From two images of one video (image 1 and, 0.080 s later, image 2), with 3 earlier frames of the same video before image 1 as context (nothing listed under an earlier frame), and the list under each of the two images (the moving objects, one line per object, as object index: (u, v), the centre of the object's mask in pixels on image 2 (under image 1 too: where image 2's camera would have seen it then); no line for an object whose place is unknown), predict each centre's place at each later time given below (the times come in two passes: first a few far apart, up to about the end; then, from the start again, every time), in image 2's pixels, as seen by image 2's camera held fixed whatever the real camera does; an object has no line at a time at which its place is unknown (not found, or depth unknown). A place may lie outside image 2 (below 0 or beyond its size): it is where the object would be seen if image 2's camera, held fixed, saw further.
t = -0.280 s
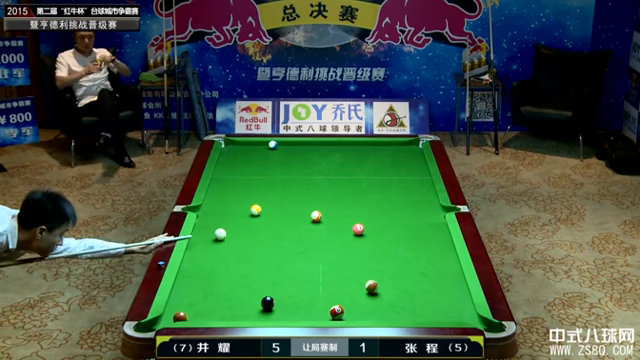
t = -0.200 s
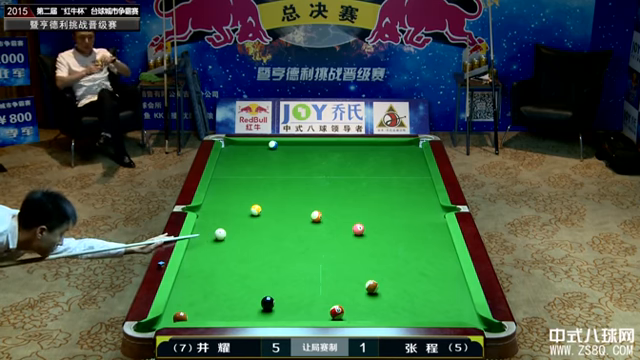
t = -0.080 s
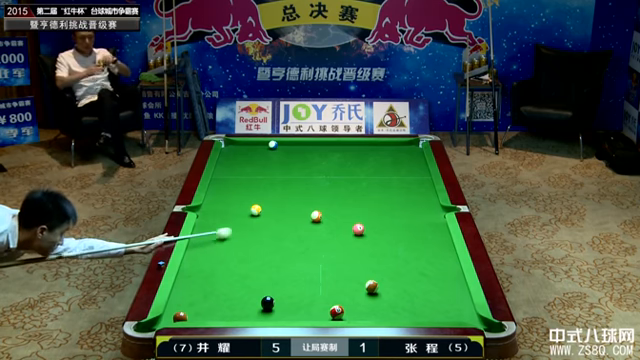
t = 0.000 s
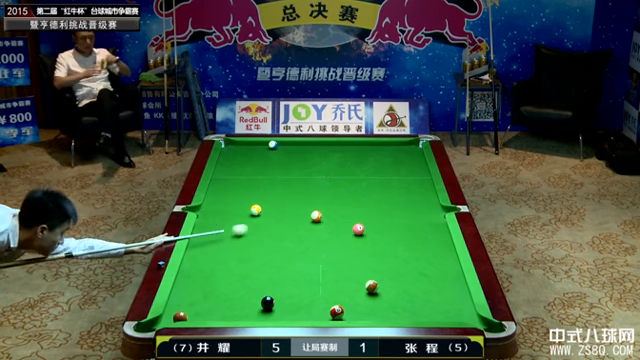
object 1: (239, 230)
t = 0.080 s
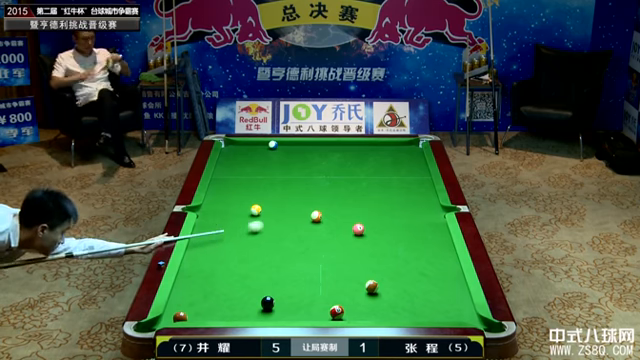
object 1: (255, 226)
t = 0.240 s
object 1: (285, 220)
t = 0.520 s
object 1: (308, 212)
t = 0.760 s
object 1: (316, 205)
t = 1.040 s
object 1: (325, 198)
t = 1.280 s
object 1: (331, 193)
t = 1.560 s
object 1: (338, 187)
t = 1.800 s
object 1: (344, 183)
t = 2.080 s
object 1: (350, 178)
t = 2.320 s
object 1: (355, 175)
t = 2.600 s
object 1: (360, 171)
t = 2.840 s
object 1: (364, 168)
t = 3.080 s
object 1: (368, 165)
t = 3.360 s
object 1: (371, 163)
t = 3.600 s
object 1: (374, 161)
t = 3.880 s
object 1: (377, 159)
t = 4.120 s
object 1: (379, 157)
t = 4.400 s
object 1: (381, 156)
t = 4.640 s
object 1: (382, 155)
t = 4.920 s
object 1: (383, 154)
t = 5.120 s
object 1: (384, 154)
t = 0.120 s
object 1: (263, 225)
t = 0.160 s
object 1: (270, 223)
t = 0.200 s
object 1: (278, 222)
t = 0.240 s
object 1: (285, 220)
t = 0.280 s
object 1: (292, 219)
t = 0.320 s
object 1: (299, 218)
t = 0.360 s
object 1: (305, 216)
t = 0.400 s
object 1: (305, 215)
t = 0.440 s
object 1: (306, 214)
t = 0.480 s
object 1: (307, 213)
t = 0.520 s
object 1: (308, 212)
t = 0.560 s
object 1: (310, 211)
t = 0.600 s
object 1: (311, 210)
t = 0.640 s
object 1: (312, 209)
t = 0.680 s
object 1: (314, 208)
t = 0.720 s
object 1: (315, 207)
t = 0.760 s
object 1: (316, 205)
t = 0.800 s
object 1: (317, 204)
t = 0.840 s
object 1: (319, 203)
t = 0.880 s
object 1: (320, 202)
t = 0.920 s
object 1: (321, 201)
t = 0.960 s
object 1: (322, 201)
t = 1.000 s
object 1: (323, 200)
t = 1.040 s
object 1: (325, 198)
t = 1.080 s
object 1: (326, 197)
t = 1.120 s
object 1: (327, 197)
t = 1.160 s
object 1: (328, 196)
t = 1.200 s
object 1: (329, 195)
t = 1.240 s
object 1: (330, 194)
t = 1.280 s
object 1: (331, 193)
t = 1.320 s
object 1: (332, 192)
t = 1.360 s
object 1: (333, 192)
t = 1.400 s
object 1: (334, 191)
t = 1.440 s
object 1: (335, 190)
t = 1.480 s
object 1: (336, 189)
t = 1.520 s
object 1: (337, 188)
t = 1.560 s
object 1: (338, 187)
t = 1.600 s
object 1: (339, 187)
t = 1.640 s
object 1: (340, 186)
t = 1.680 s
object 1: (341, 185)
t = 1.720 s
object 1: (342, 184)
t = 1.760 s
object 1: (343, 184)
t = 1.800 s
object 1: (344, 183)
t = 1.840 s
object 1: (345, 182)
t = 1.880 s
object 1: (346, 182)
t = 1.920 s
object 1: (347, 181)
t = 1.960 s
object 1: (347, 180)
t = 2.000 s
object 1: (349, 180)
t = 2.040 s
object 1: (349, 179)
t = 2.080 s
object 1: (350, 178)
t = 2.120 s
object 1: (351, 178)
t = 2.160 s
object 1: (352, 177)
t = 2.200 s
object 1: (353, 177)
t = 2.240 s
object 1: (353, 176)
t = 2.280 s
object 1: (354, 175)
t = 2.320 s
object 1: (355, 175)
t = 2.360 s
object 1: (356, 174)
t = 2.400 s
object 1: (356, 174)
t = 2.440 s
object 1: (357, 173)
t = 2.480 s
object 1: (358, 173)
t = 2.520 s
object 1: (358, 172)
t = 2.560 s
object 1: (359, 171)
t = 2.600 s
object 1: (360, 171)
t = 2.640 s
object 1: (361, 170)
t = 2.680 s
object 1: (361, 170)
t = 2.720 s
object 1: (362, 169)
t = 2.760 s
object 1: (362, 169)
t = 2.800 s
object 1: (363, 168)
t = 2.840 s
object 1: (364, 168)
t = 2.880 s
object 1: (364, 168)
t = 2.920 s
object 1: (365, 167)
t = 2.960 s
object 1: (366, 167)
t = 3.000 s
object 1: (366, 166)
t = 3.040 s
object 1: (367, 166)
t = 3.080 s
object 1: (368, 165)
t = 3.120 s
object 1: (368, 165)
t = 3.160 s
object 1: (368, 165)
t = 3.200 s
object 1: (369, 164)
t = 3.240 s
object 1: (370, 164)
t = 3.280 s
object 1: (370, 163)
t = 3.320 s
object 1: (371, 163)
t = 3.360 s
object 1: (371, 163)
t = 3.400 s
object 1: (372, 163)
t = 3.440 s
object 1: (372, 162)
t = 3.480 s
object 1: (373, 162)
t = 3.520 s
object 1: (373, 161)
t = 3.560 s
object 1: (373, 161)
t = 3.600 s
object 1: (374, 161)
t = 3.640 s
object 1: (374, 160)
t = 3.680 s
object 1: (375, 160)
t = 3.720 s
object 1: (375, 160)
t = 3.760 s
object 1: (375, 160)
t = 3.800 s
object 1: (376, 159)
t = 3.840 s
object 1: (376, 159)
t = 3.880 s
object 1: (377, 159)
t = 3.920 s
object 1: (377, 158)
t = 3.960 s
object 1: (377, 158)
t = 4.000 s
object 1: (378, 158)
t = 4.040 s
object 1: (378, 158)
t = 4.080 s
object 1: (378, 158)
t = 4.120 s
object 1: (379, 157)
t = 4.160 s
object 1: (379, 157)
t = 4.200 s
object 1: (379, 157)
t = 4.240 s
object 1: (379, 157)
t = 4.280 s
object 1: (380, 157)
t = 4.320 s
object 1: (380, 156)
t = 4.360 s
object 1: (380, 156)
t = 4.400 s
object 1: (381, 156)
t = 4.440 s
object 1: (381, 156)
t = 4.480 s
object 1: (381, 156)
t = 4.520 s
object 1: (381, 155)
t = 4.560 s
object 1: (381, 155)
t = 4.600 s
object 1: (382, 155)
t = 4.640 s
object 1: (382, 155)
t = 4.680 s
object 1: (382, 155)
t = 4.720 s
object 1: (382, 155)
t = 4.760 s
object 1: (382, 155)
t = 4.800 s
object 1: (383, 155)
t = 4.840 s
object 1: (383, 155)
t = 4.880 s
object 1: (383, 155)
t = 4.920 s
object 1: (383, 154)
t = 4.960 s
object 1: (383, 154)
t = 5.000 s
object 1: (384, 154)
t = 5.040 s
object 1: (384, 154)
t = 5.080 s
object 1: (384, 154)
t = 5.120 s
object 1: (384, 154)
